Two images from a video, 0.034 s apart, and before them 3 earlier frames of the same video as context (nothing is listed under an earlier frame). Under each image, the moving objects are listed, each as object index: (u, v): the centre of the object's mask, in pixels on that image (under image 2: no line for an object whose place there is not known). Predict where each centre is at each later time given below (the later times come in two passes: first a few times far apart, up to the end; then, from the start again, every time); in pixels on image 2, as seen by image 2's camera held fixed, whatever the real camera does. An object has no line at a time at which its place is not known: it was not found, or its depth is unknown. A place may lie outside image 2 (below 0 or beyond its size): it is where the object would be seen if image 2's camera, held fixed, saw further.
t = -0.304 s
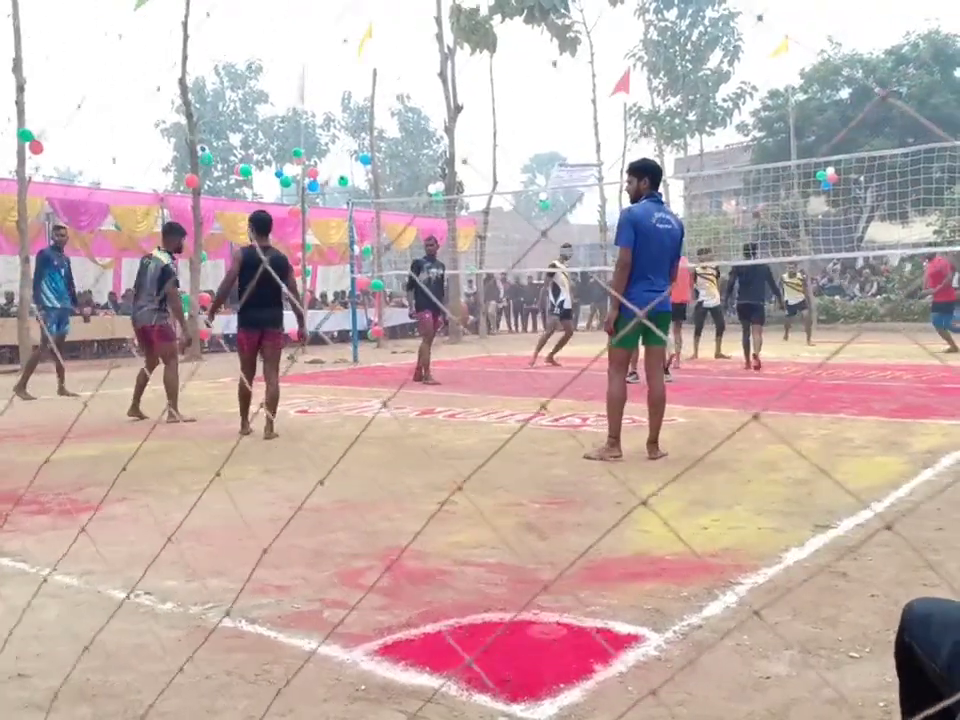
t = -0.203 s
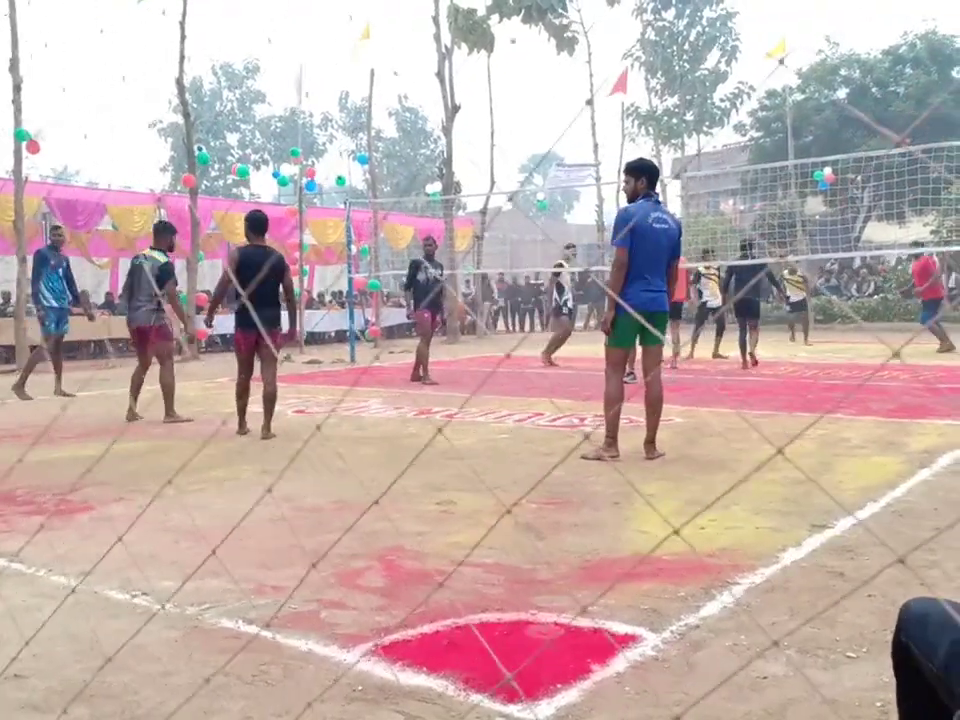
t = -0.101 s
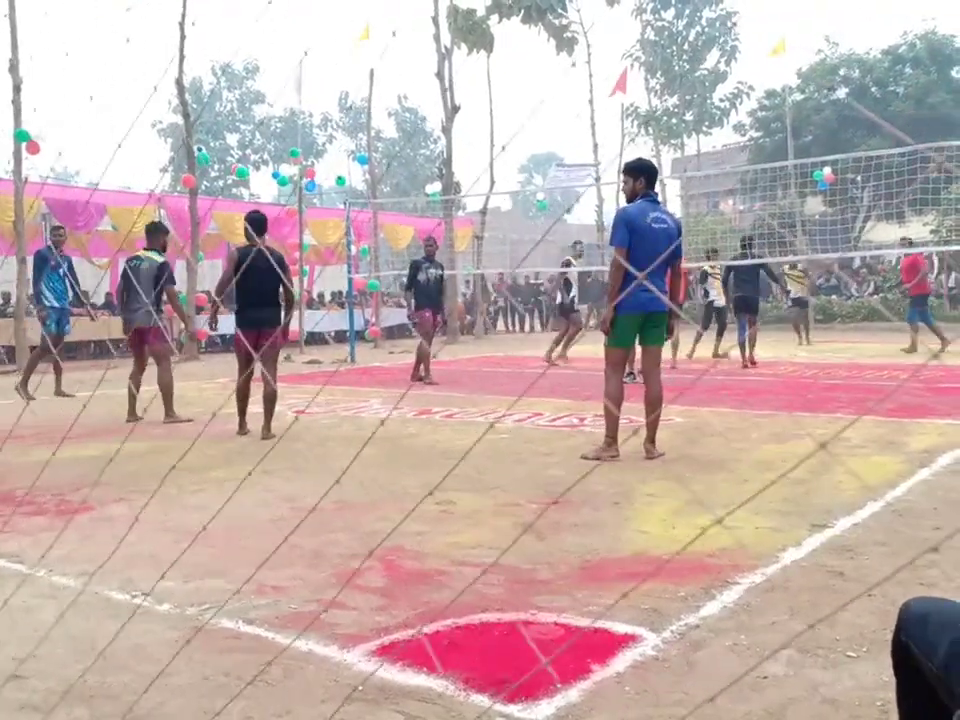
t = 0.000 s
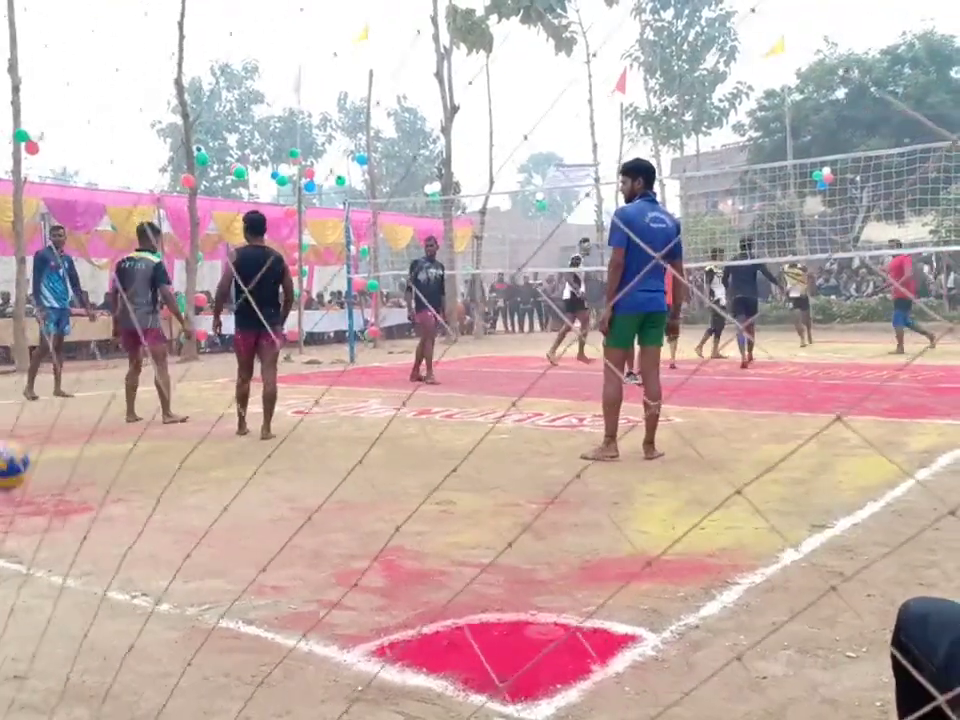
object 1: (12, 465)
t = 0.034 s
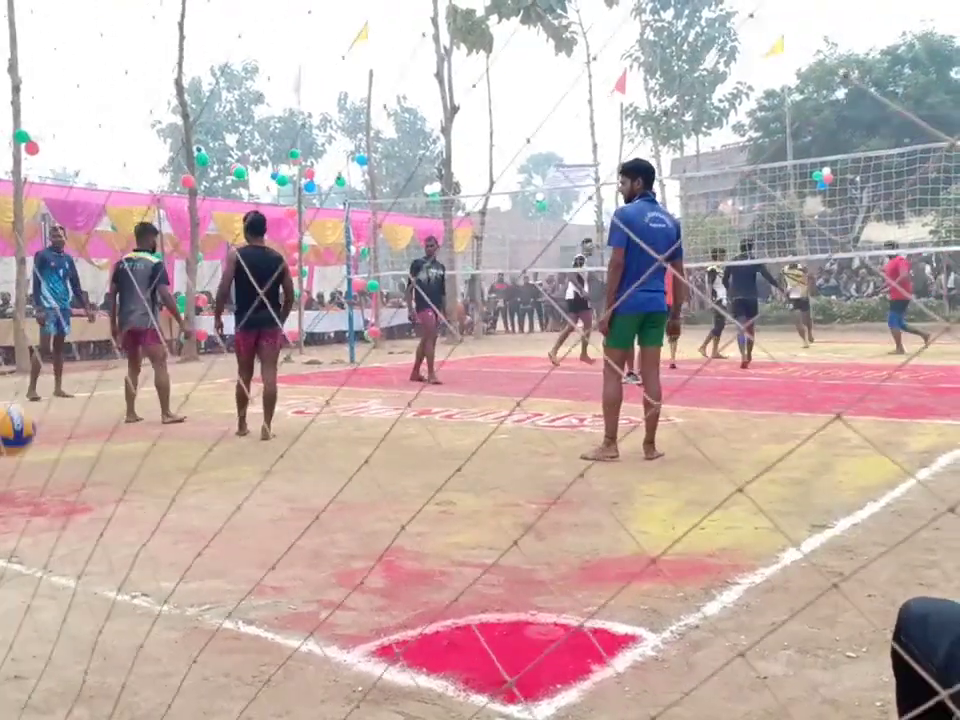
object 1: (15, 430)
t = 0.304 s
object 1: (55, 226)
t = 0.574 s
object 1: (116, 200)
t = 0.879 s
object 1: (198, 410)
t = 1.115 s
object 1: (255, 434)
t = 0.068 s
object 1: (18, 394)
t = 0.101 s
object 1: (21, 363)
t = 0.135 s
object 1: (23, 332)
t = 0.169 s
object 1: (28, 306)
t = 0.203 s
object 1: (36, 281)
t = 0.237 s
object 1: (43, 262)
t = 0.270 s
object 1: (49, 243)
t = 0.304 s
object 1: (55, 226)
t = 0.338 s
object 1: (62, 213)
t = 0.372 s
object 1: (70, 202)
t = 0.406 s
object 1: (77, 196)
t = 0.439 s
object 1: (84, 191)
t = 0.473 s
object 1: (91, 189)
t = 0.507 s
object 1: (100, 190)
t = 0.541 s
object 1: (108, 194)
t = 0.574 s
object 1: (116, 200)
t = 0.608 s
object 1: (122, 210)
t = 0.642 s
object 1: (132, 223)
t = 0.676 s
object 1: (142, 239)
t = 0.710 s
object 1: (151, 260)
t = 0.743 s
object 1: (161, 283)
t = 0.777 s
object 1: (169, 310)
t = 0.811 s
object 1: (178, 339)
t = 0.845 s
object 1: (188, 372)
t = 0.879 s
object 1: (198, 410)
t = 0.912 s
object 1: (208, 450)
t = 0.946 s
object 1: (216, 492)
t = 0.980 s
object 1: (225, 538)
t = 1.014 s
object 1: (233, 529)
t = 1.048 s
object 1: (241, 494)
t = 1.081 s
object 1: (248, 461)
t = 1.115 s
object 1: (255, 434)
